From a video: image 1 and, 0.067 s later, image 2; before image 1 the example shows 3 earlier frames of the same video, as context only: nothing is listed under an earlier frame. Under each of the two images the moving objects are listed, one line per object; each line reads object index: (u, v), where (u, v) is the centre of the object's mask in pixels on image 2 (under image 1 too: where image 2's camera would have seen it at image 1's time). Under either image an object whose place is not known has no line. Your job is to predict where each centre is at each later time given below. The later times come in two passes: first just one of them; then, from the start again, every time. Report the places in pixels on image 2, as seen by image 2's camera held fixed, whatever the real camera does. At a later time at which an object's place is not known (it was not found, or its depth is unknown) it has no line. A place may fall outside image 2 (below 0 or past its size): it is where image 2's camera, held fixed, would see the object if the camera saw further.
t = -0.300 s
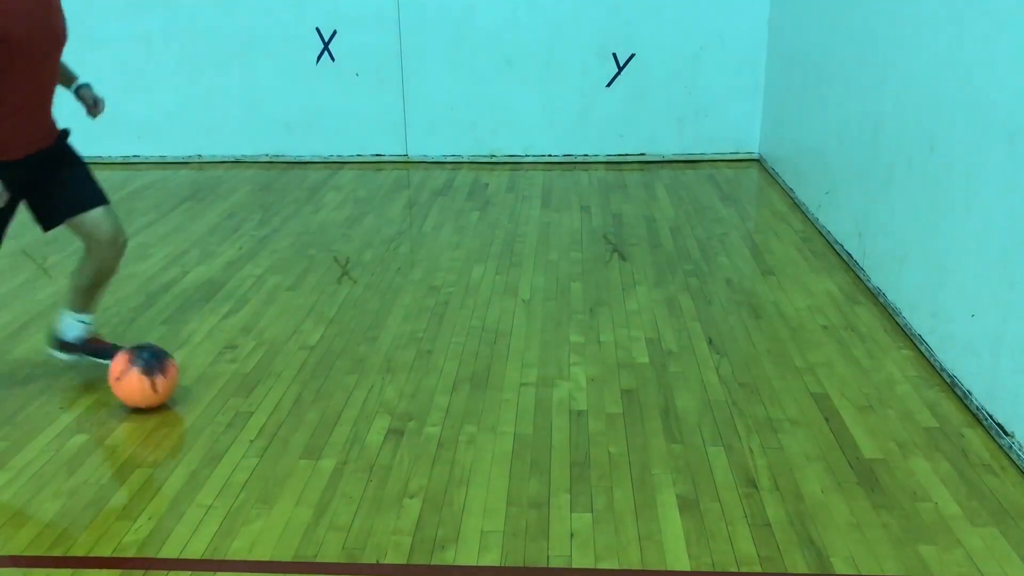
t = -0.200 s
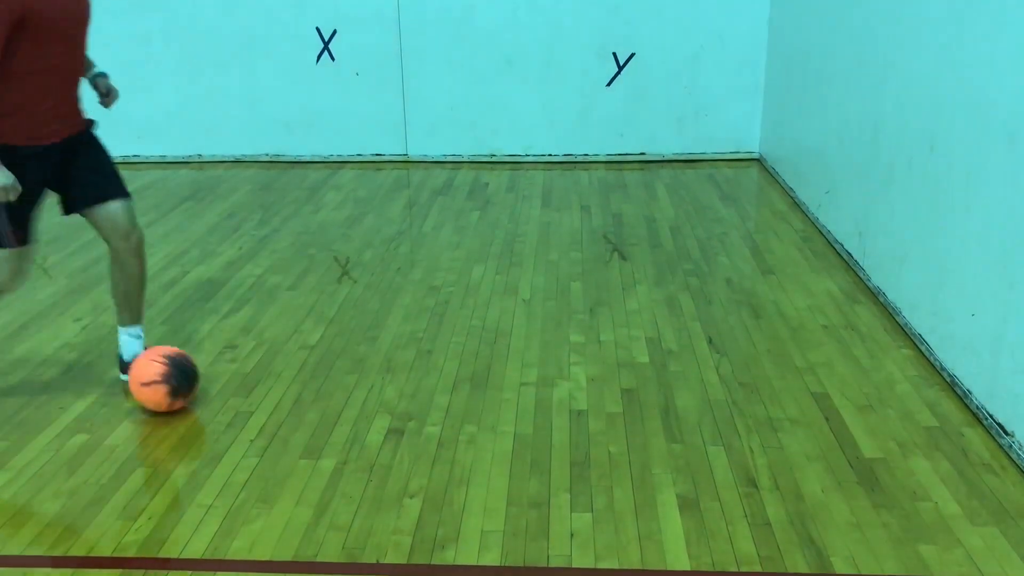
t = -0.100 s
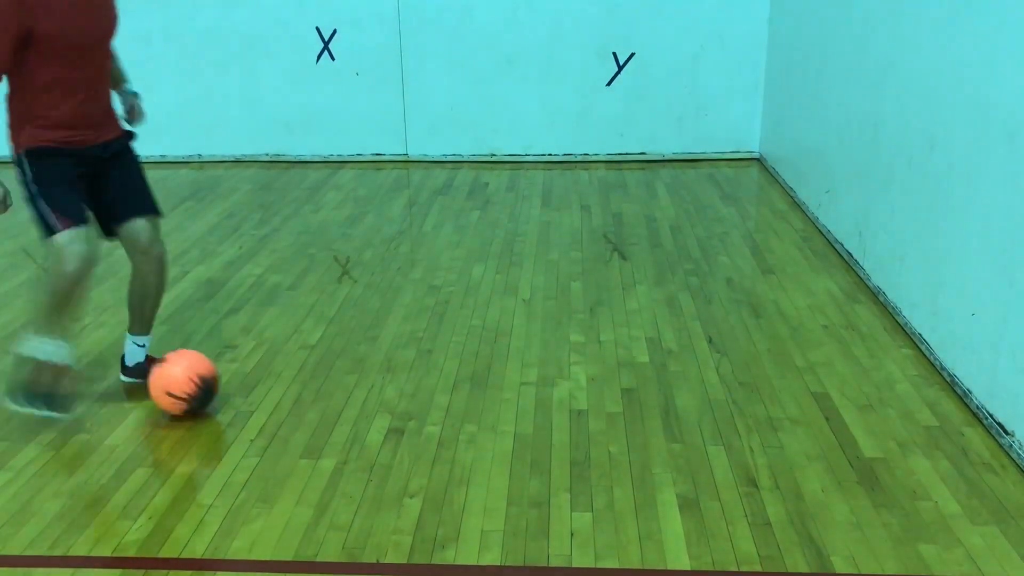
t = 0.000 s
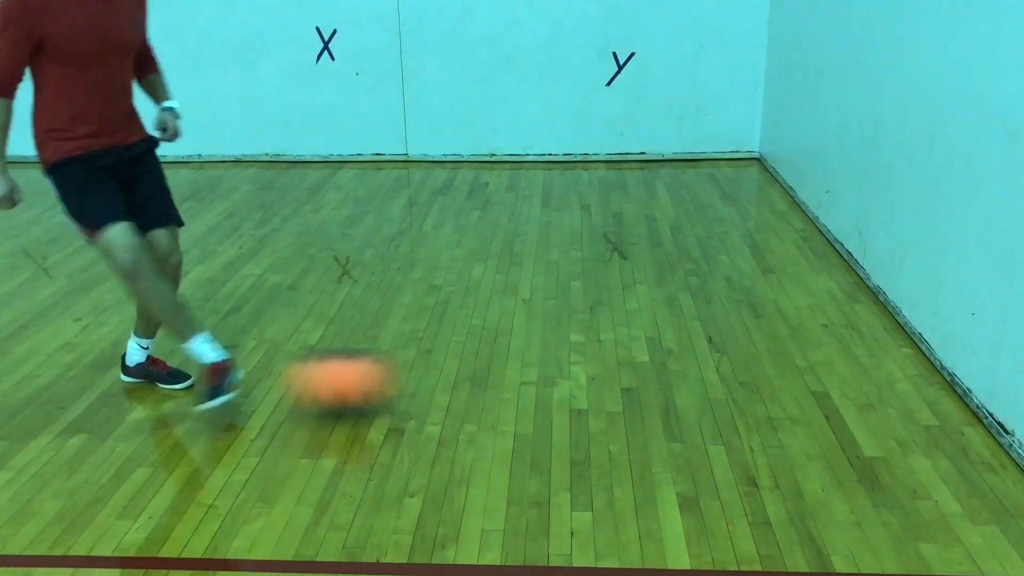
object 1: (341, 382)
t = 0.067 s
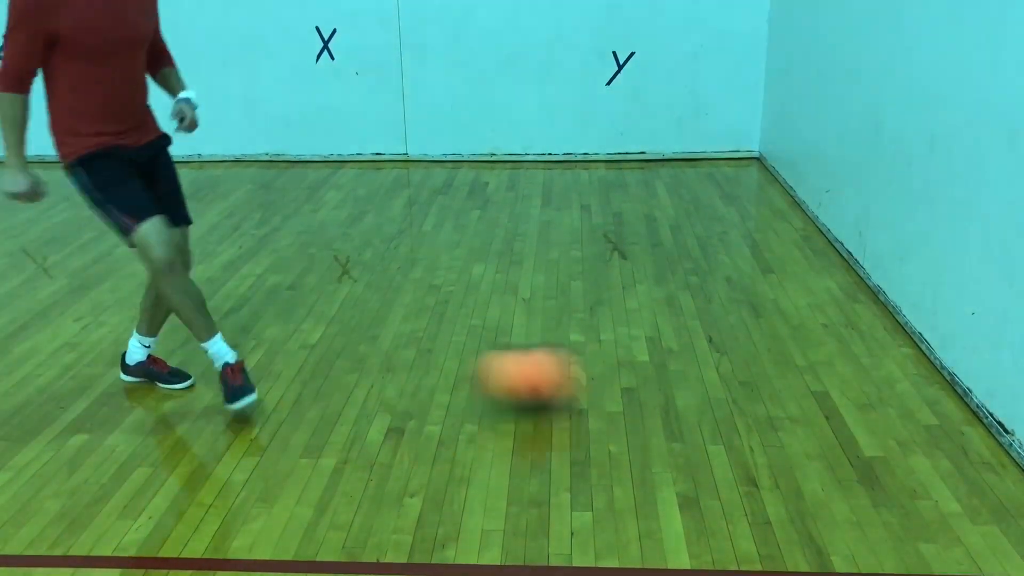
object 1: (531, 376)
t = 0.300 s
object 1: (792, 346)
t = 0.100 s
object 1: (623, 373)
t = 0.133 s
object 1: (714, 371)
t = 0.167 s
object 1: (803, 370)
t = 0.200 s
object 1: (882, 369)
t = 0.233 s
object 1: (925, 362)
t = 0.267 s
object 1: (855, 352)
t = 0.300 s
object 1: (792, 346)
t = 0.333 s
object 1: (726, 344)
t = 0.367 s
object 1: (665, 344)
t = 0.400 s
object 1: (600, 347)
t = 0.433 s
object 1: (541, 352)
